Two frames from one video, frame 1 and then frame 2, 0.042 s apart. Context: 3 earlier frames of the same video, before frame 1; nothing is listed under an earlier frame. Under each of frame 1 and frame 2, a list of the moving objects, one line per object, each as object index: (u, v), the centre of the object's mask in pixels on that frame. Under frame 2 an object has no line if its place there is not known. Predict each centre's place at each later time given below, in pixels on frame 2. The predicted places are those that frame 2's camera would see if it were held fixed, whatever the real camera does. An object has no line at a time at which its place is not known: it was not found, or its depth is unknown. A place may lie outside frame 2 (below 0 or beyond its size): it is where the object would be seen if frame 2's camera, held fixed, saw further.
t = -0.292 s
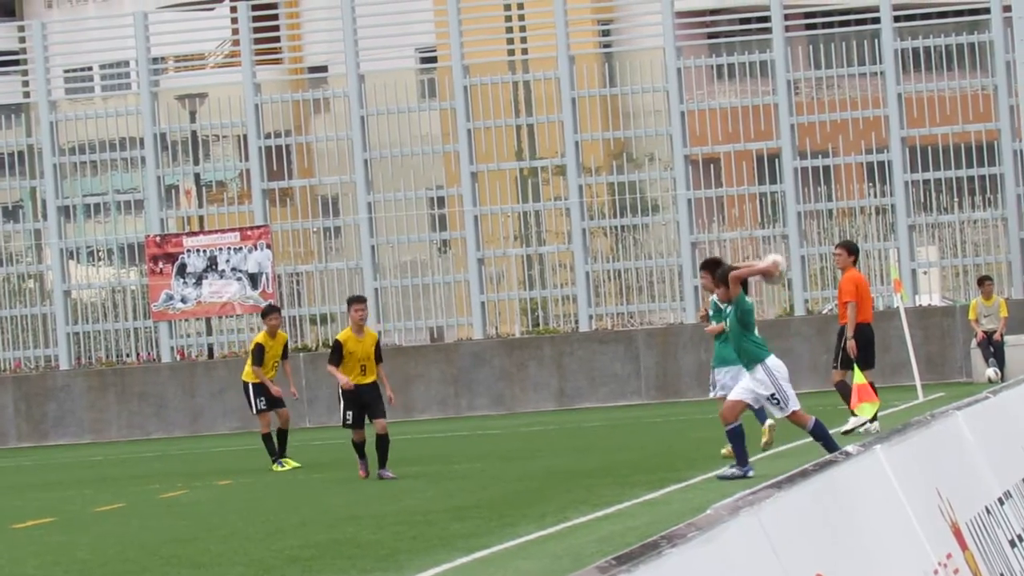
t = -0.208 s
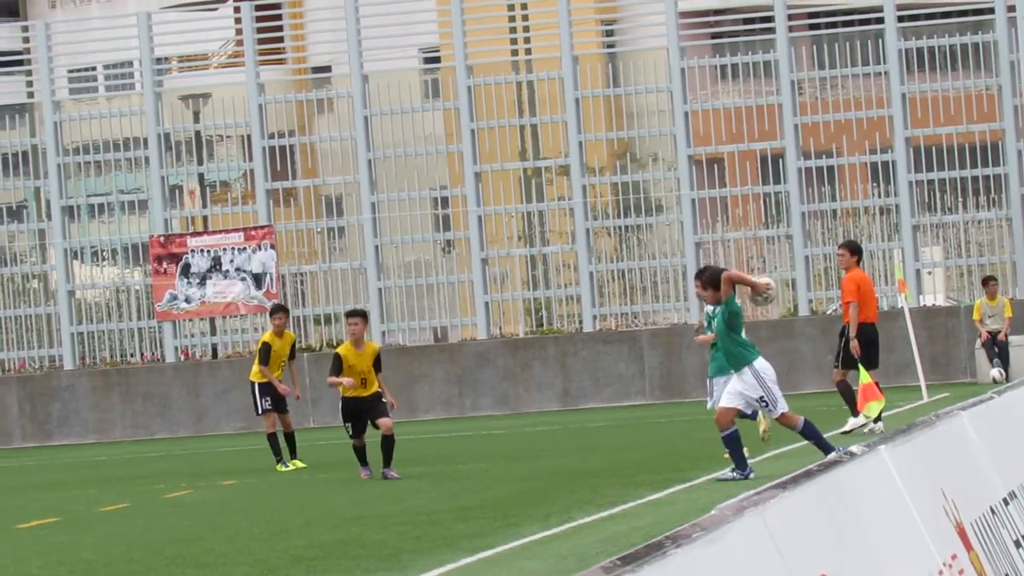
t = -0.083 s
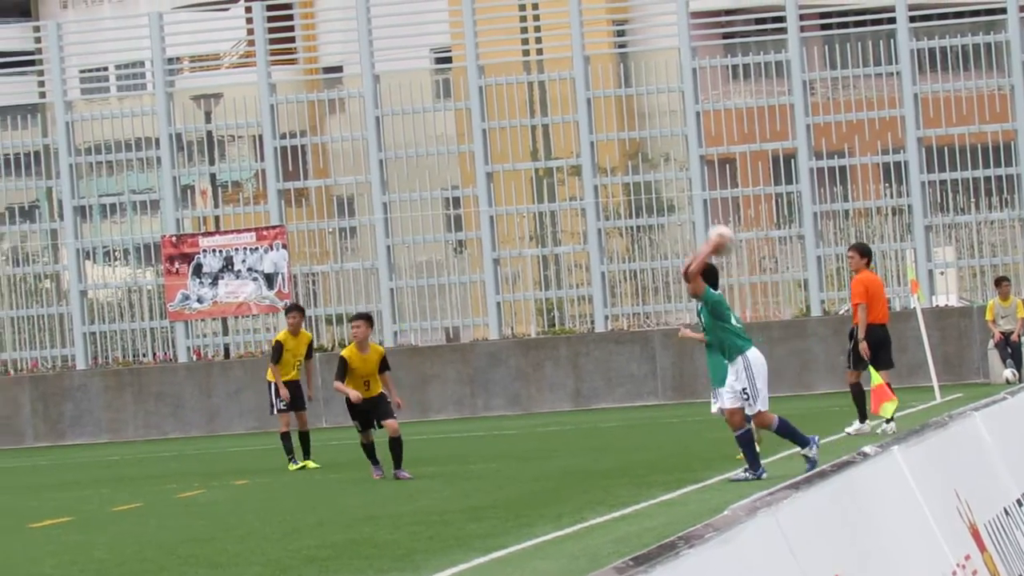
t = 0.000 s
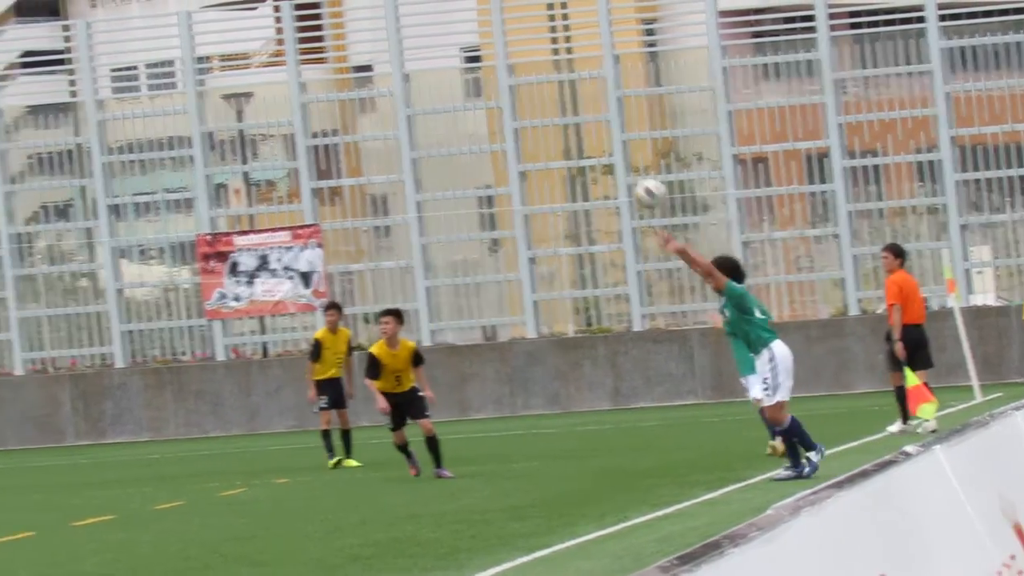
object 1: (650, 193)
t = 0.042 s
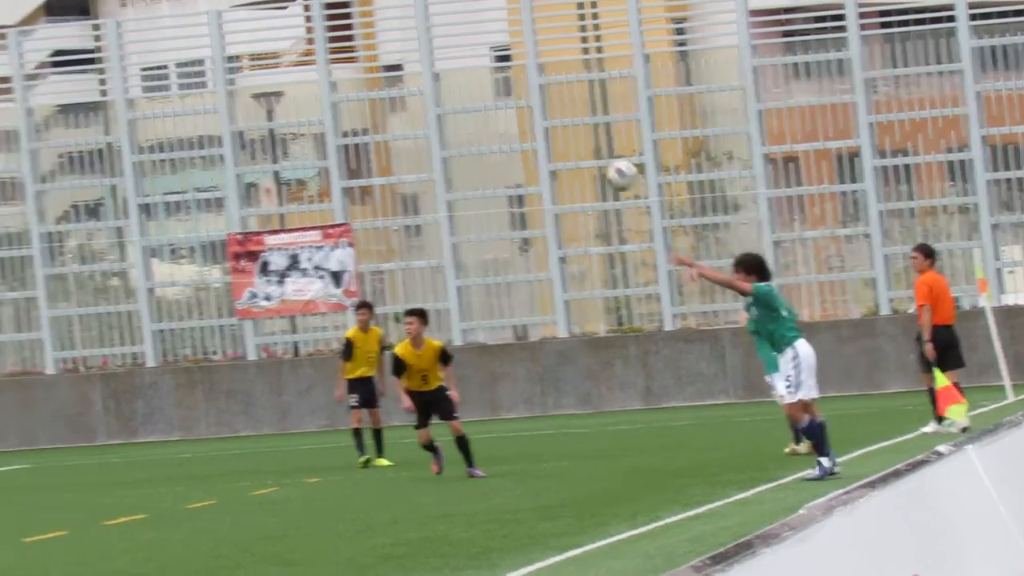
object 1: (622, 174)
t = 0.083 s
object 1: (562, 160)
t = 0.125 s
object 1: (504, 148)
